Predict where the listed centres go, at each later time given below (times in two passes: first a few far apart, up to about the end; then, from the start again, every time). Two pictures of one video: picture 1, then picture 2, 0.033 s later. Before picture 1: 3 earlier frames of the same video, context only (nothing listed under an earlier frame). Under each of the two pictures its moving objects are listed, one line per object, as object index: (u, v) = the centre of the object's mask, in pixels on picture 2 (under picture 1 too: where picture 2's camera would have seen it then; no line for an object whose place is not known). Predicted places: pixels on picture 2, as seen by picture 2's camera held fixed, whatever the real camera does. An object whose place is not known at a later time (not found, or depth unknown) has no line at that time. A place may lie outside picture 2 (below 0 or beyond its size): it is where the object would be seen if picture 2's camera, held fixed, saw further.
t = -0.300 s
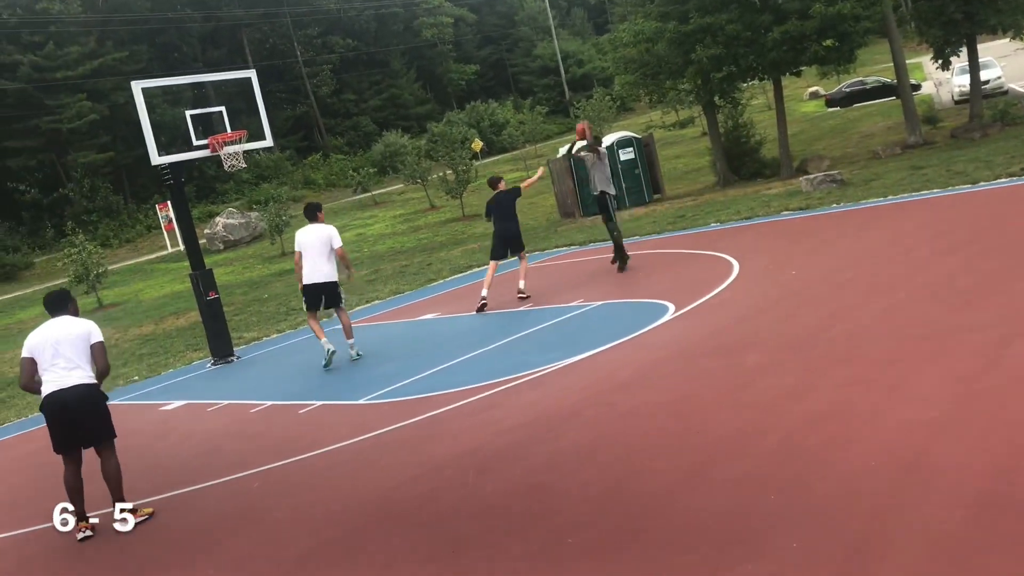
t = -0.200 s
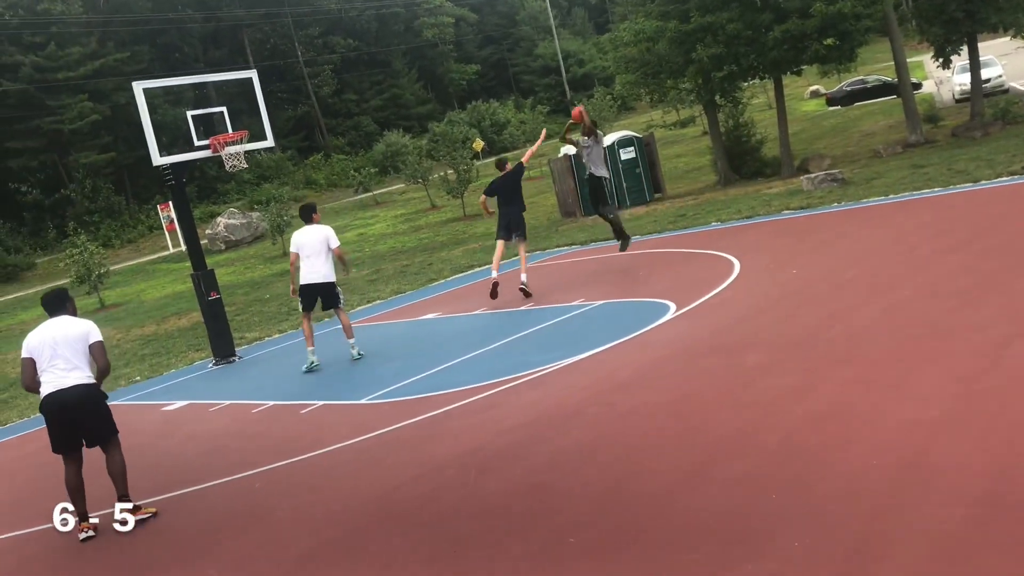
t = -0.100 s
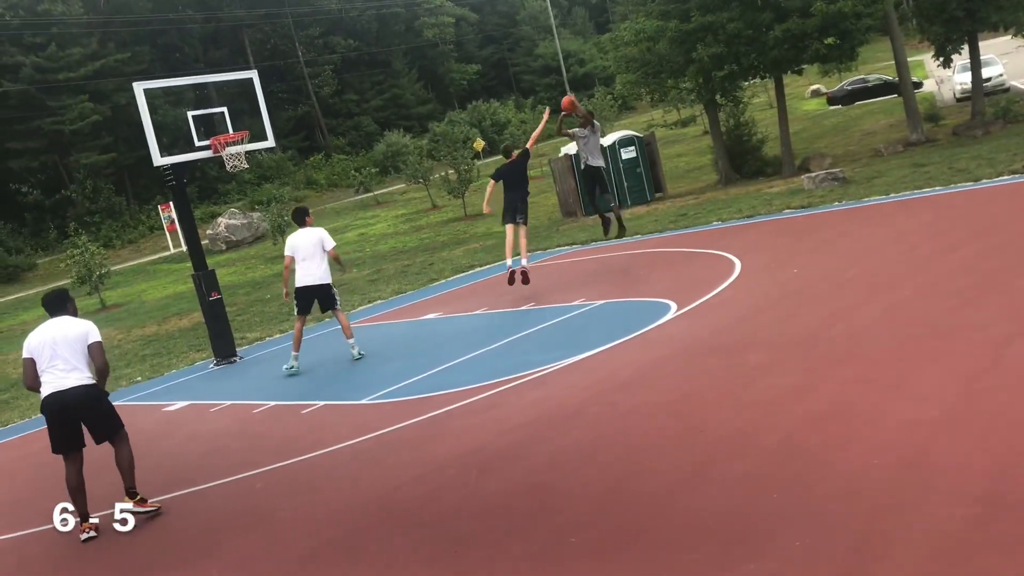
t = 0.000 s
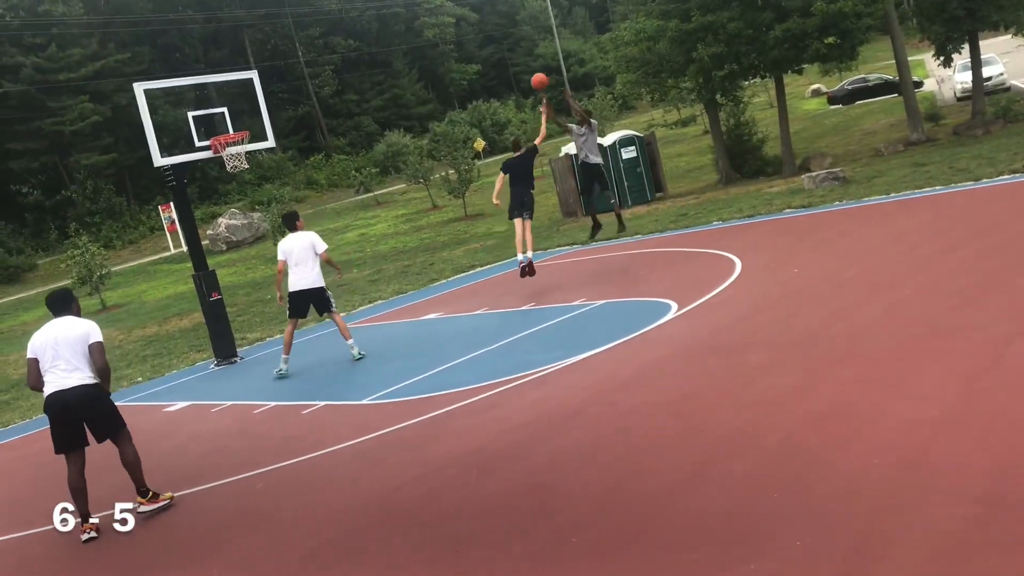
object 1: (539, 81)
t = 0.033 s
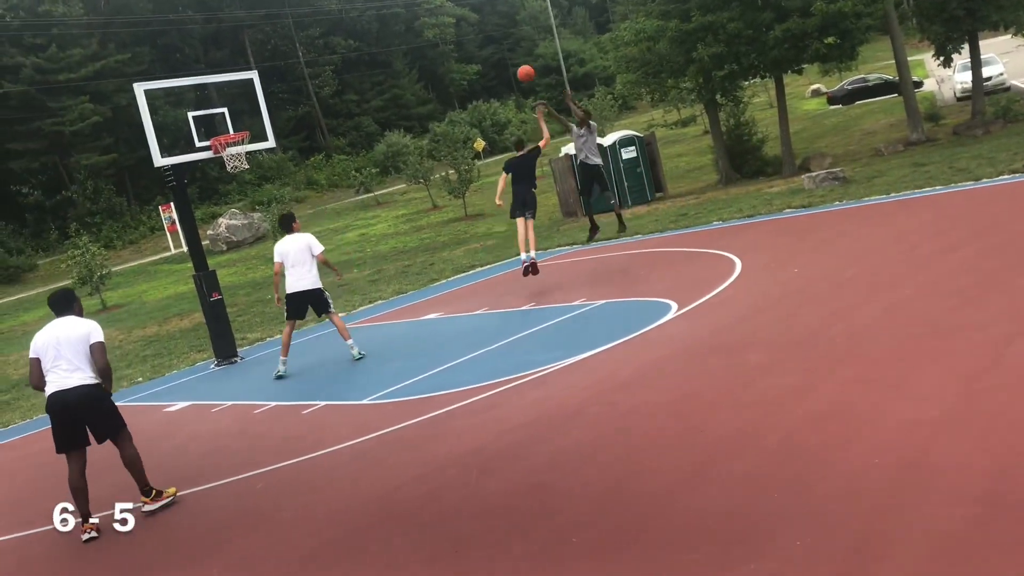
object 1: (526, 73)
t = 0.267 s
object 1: (432, 38)
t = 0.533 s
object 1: (335, 46)
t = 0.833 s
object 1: (240, 117)
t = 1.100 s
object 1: (235, 160)
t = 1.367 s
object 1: (259, 169)
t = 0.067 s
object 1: (512, 66)
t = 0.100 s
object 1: (498, 60)
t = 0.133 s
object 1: (485, 54)
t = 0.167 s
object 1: (472, 49)
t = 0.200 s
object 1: (458, 45)
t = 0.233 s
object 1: (445, 41)
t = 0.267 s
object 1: (432, 38)
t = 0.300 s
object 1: (420, 37)
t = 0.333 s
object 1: (407, 35)
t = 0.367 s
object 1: (395, 35)
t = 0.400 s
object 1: (382, 35)
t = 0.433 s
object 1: (370, 37)
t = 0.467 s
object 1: (358, 40)
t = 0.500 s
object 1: (347, 42)
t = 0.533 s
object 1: (335, 46)
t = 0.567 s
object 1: (324, 51)
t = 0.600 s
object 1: (312, 56)
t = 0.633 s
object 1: (302, 63)
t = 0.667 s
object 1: (291, 70)
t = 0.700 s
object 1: (280, 78)
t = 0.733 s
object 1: (270, 87)
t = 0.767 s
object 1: (260, 97)
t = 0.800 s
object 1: (249, 106)
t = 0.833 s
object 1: (240, 117)
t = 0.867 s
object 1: (230, 128)
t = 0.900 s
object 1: (225, 137)
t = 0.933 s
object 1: (221, 144)
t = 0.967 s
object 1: (221, 147)
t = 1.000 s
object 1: (225, 156)
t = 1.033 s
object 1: (230, 157)
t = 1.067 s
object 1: (235, 163)
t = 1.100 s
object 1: (235, 160)
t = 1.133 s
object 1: (239, 159)
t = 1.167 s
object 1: (242, 159)
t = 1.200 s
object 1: (246, 159)
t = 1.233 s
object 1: (249, 160)
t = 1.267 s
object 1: (250, 160)
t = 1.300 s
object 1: (253, 163)
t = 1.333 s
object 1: (257, 165)
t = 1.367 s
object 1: (259, 169)
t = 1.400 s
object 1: (263, 174)
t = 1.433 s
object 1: (266, 179)
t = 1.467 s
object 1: (270, 185)
